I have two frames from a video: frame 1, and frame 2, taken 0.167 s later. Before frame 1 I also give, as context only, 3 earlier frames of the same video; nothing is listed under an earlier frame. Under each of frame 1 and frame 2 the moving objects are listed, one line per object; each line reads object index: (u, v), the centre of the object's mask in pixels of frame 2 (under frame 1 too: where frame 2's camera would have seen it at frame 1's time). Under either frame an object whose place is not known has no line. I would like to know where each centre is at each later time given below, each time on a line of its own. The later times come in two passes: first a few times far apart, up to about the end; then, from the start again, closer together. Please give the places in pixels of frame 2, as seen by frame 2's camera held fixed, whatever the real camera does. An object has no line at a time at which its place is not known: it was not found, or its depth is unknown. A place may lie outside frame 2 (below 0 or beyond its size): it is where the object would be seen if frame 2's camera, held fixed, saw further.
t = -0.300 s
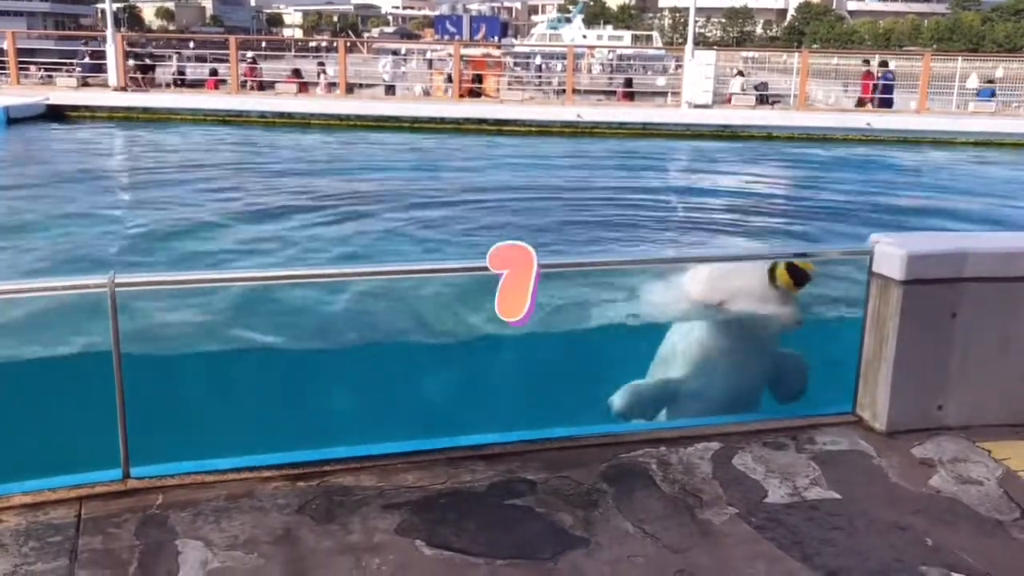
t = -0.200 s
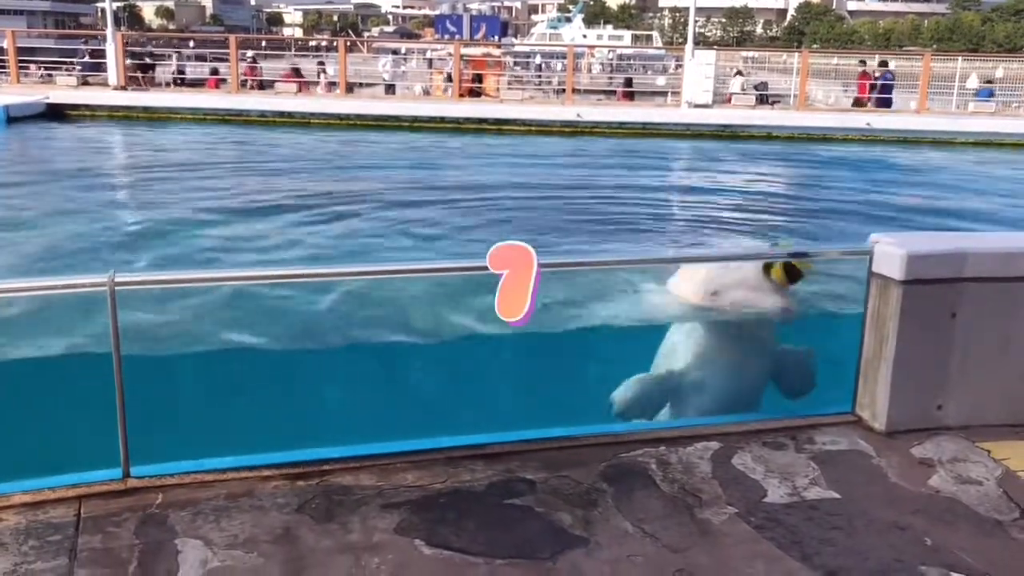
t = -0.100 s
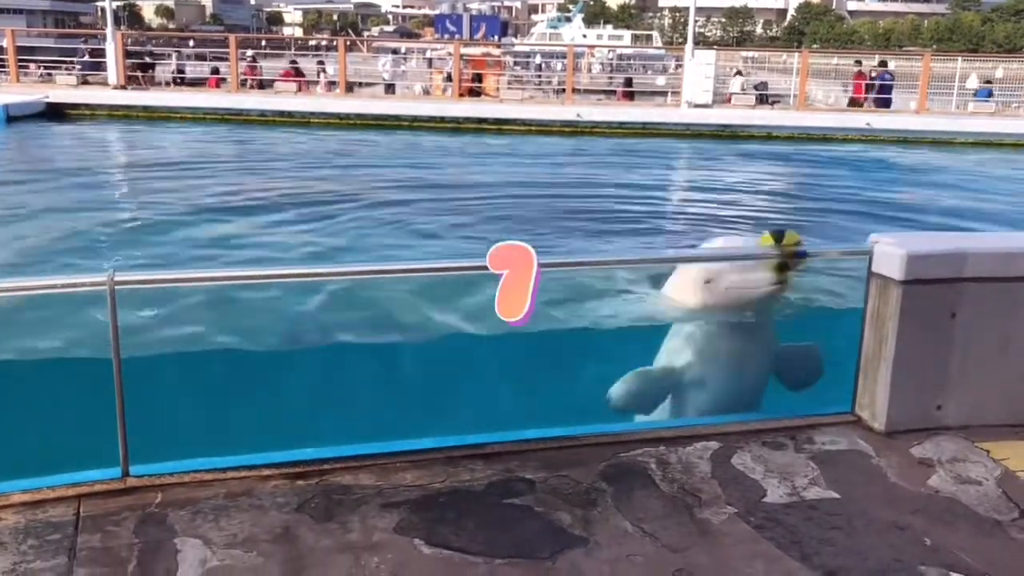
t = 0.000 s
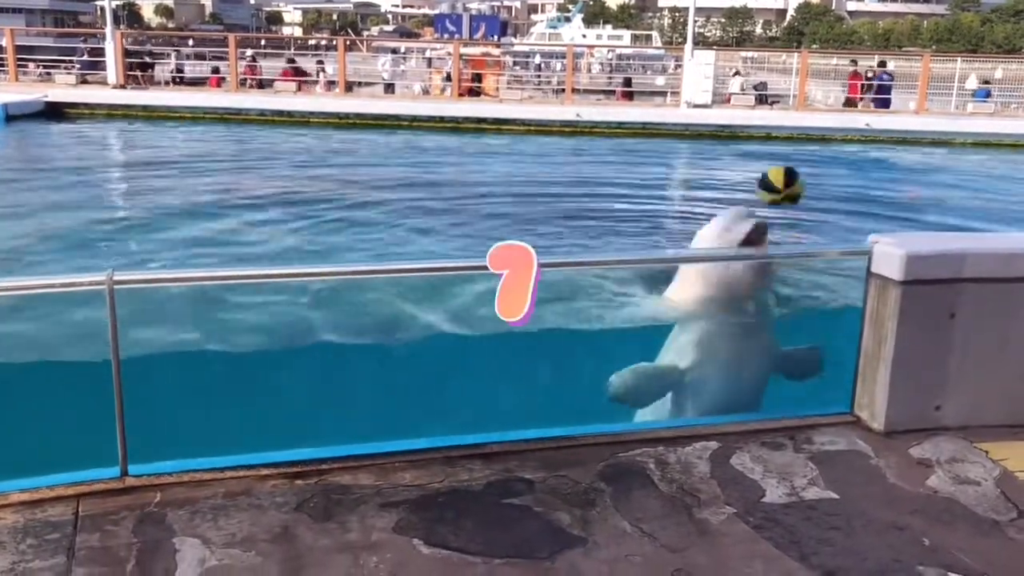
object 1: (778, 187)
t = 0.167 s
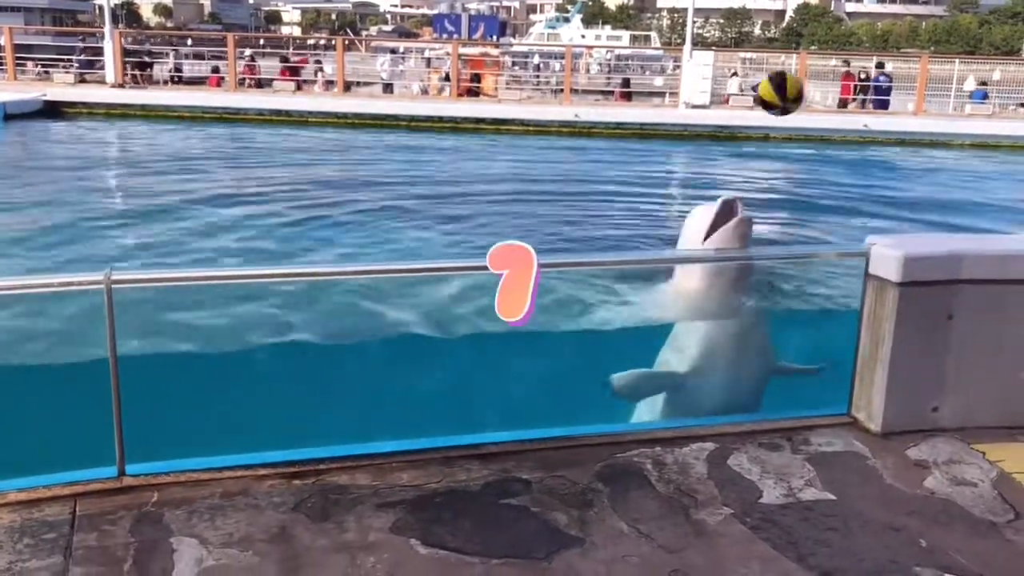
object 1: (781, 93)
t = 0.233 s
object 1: (780, 70)
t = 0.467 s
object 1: (769, 62)
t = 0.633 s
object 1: (756, 123)
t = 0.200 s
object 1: (781, 80)
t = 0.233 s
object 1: (780, 70)
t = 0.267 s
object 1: (778, 63)
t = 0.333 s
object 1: (777, 54)
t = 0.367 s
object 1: (775, 53)
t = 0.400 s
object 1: (774, 53)
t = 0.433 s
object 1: (771, 58)
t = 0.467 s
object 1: (769, 62)
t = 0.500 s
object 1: (767, 71)
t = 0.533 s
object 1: (766, 81)
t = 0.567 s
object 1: (762, 93)
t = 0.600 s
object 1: (759, 107)
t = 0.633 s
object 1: (756, 123)
